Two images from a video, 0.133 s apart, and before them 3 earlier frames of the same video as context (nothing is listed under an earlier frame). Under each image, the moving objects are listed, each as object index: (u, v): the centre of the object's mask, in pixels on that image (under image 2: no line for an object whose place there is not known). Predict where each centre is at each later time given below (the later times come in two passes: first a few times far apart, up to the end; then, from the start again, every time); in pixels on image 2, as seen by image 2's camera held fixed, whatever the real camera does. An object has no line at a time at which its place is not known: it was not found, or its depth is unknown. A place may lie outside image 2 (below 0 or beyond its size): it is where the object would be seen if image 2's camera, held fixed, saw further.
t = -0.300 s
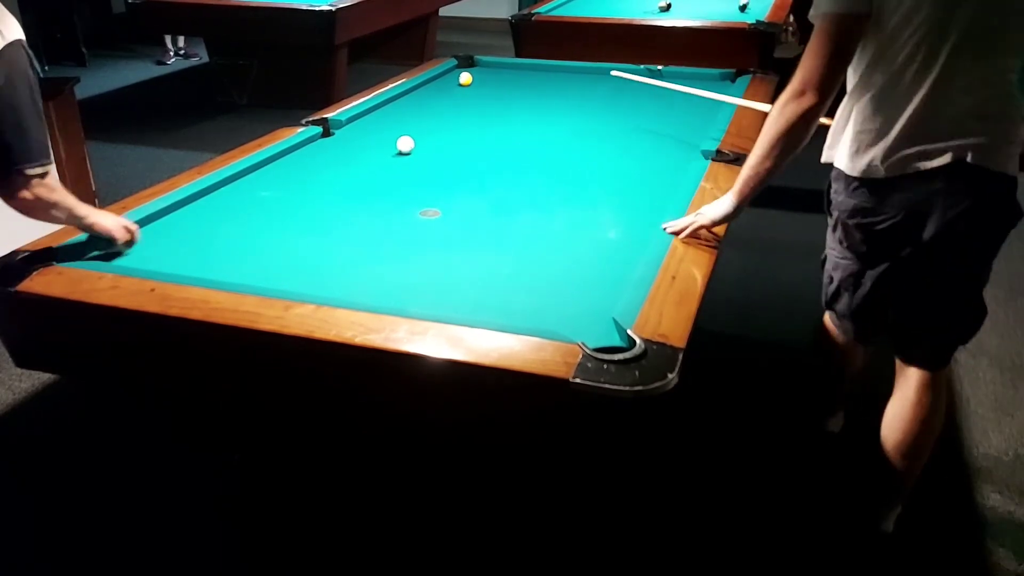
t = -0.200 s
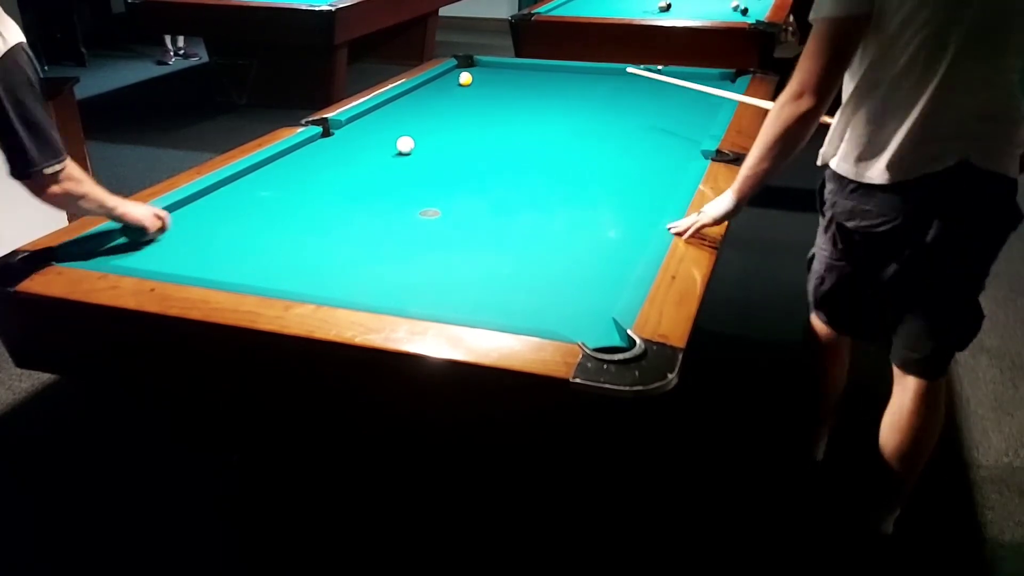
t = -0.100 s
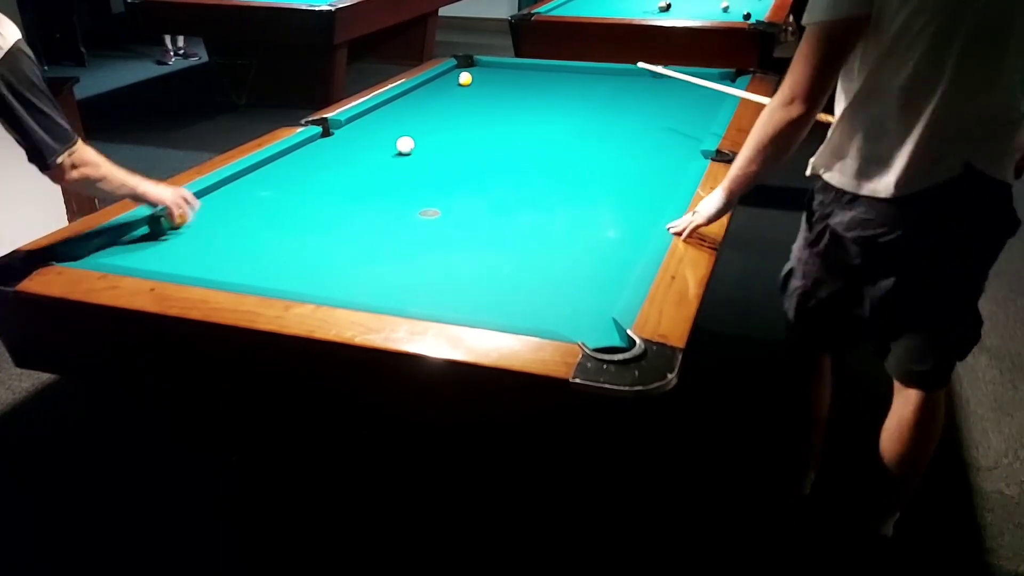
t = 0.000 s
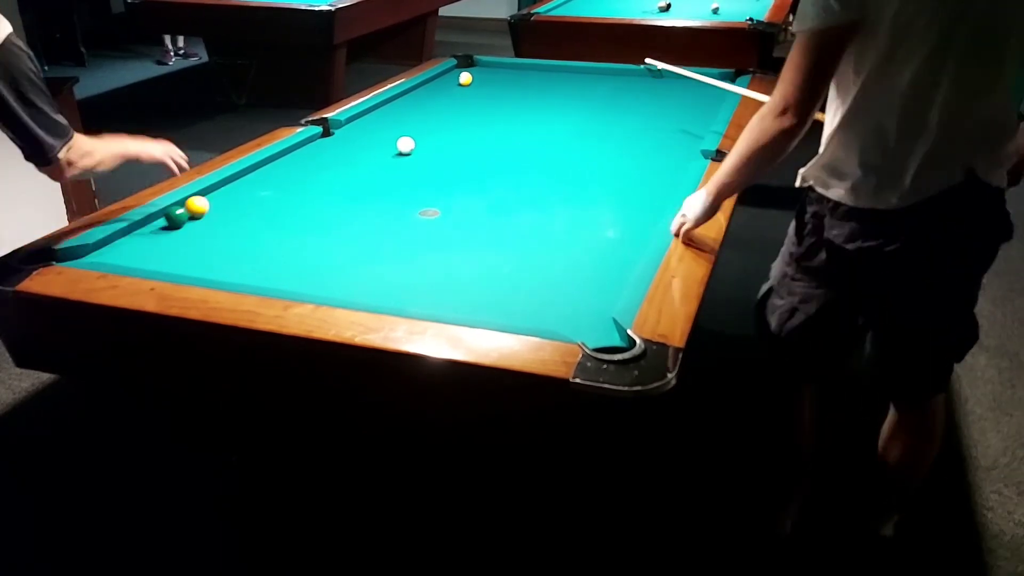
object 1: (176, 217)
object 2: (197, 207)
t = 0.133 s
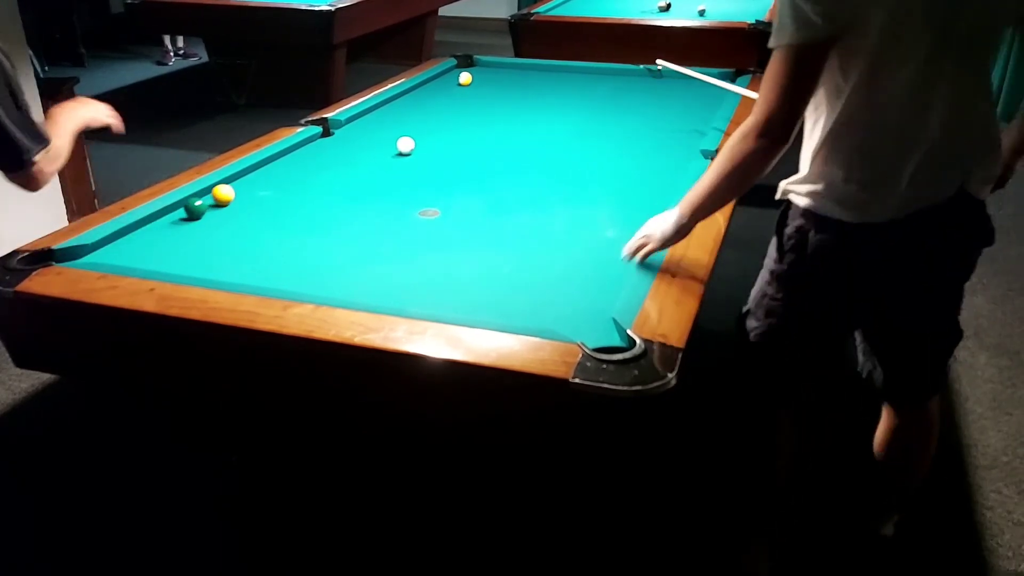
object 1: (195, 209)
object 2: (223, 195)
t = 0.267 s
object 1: (212, 201)
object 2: (247, 184)
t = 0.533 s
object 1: (243, 187)
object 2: (289, 165)
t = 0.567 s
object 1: (247, 185)
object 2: (293, 163)
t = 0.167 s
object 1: (199, 207)
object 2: (229, 192)
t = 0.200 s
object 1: (204, 205)
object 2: (235, 189)
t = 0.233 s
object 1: (208, 203)
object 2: (241, 186)
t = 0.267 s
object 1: (212, 201)
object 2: (247, 184)
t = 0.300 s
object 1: (217, 199)
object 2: (252, 181)
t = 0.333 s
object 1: (220, 197)
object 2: (258, 179)
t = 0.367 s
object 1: (224, 196)
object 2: (263, 176)
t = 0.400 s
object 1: (228, 194)
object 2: (268, 174)
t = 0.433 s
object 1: (232, 192)
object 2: (274, 172)
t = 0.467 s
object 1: (236, 190)
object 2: (279, 169)
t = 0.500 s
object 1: (240, 188)
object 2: (283, 167)
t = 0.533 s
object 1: (243, 187)
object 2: (289, 165)
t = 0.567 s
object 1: (247, 185)
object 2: (293, 163)
